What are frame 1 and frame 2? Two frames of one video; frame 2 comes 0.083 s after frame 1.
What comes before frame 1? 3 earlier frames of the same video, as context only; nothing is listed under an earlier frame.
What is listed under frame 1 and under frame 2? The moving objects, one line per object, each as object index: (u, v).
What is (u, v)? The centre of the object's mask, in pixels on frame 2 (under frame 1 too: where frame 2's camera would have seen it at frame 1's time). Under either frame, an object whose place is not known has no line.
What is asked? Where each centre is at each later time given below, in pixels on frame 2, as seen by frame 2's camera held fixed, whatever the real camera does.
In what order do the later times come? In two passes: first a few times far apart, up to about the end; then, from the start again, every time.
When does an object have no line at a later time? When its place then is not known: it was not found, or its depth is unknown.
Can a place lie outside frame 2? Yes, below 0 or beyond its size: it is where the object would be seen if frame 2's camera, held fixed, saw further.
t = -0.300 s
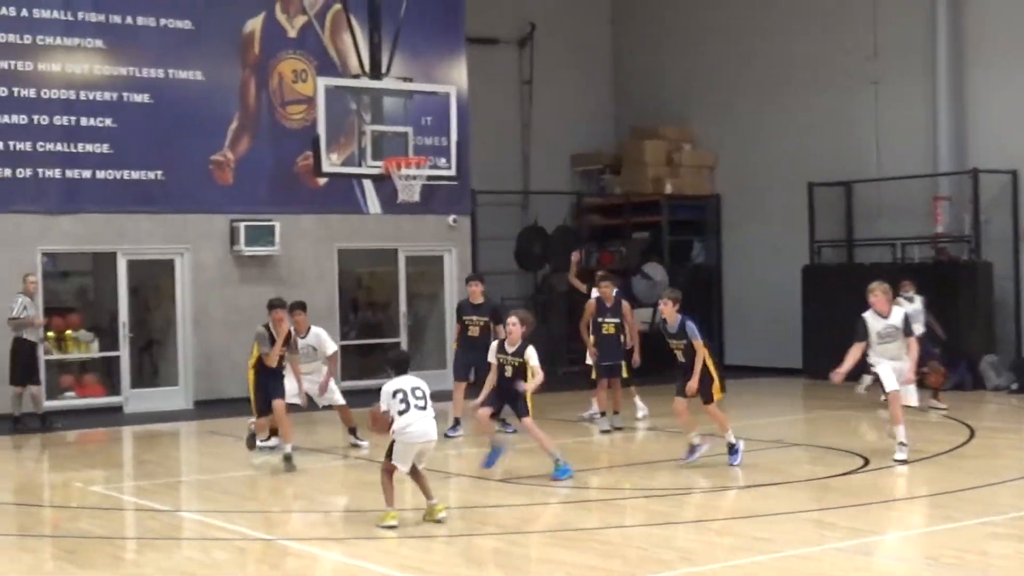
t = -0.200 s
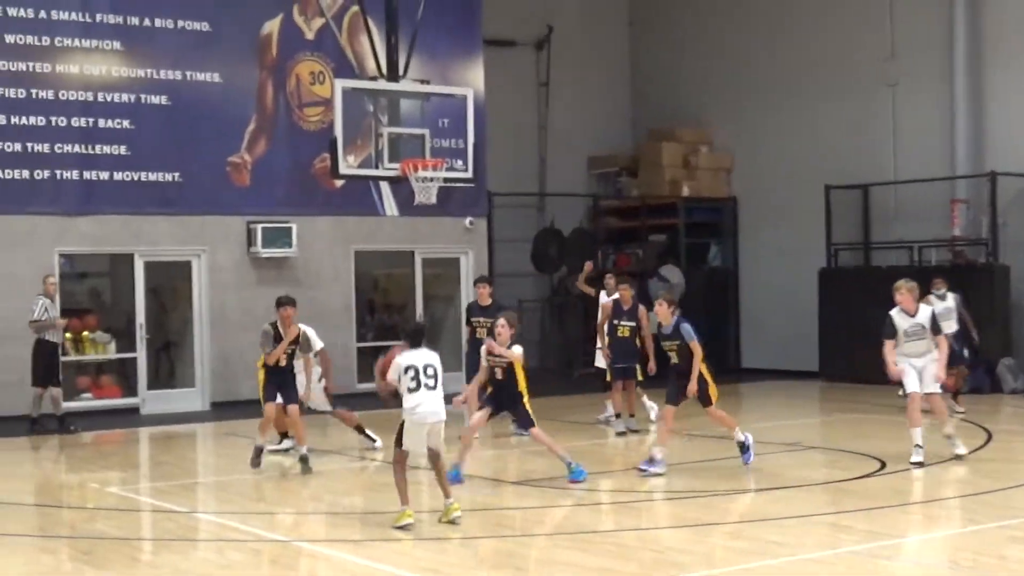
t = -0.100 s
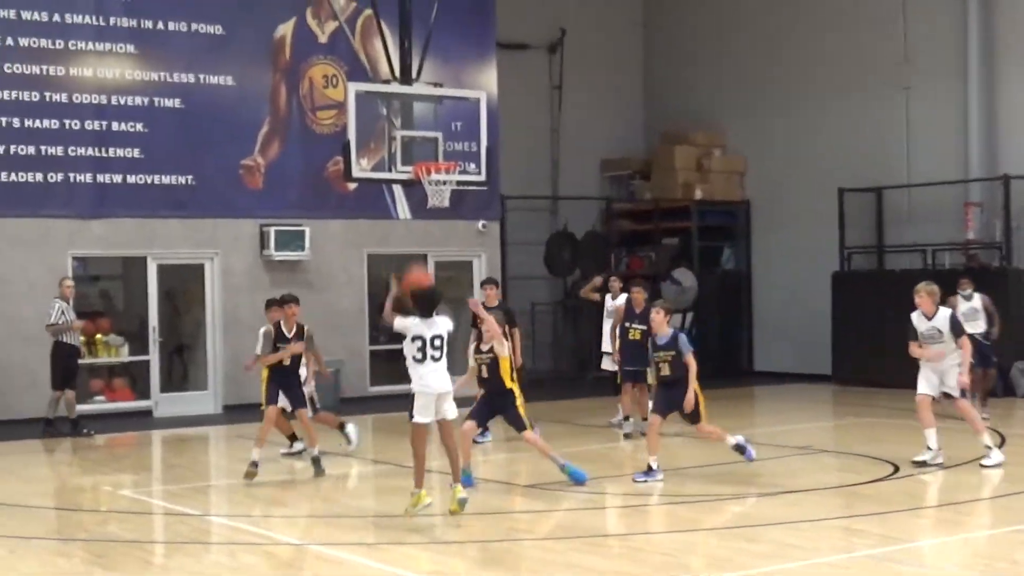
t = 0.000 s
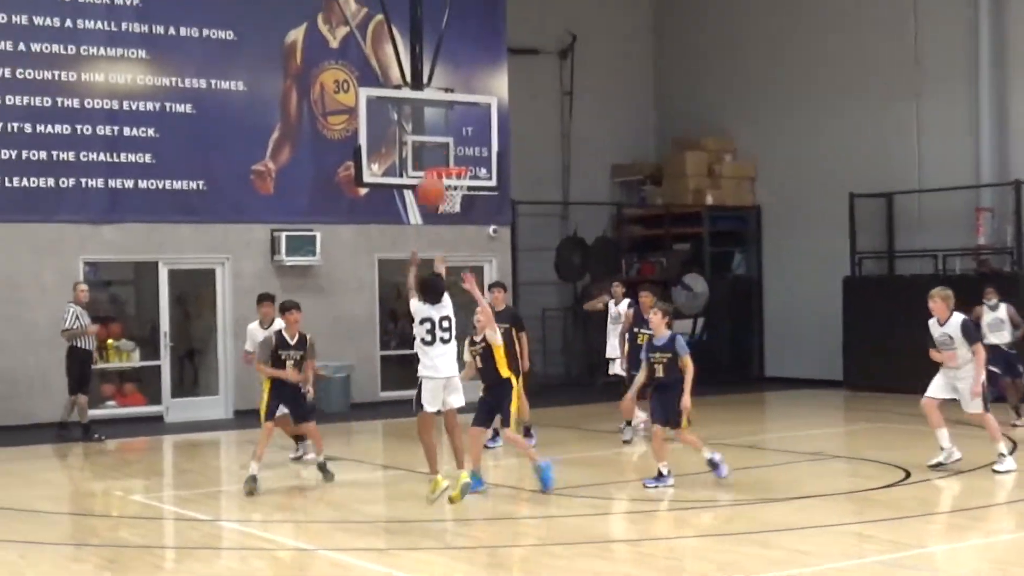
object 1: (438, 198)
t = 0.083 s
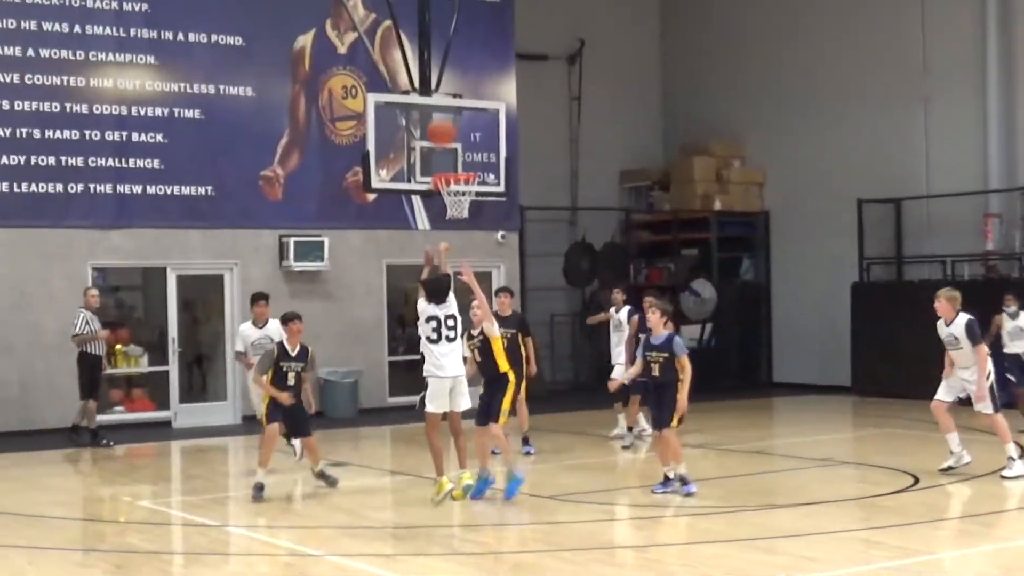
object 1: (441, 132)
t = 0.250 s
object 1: (447, 38)
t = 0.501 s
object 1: (454, -20)
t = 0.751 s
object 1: (464, -22)
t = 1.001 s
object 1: (472, 37)
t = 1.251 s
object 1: (481, 142)
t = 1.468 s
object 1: (518, 194)
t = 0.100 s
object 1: (442, 121)
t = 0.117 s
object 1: (443, 110)
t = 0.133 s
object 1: (443, 100)
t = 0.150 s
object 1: (444, 89)
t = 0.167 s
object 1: (443, 79)
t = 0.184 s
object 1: (444, 69)
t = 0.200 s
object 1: (445, 61)
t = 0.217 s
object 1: (445, 53)
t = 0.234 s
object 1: (446, 45)
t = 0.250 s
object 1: (447, 38)
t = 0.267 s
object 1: (447, 32)
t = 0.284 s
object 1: (447, 24)
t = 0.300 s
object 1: (448, 18)
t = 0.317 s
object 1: (448, 13)
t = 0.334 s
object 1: (448, 7)
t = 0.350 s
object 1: (449, 3)
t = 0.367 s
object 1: (449, -3)
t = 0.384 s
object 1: (449, -7)
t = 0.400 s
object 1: (450, -10)
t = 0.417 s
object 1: (451, -12)
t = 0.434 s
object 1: (451, -14)
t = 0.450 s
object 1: (452, -17)
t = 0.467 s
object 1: (452, -18)
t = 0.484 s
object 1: (454, -19)
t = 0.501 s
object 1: (454, -20)
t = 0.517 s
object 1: (456, -23)
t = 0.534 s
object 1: (456, -23)
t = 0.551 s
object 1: (457, -24)
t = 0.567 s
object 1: (457, -25)
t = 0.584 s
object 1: (457, -26)
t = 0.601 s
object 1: (457, -26)
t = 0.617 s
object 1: (457, -26)
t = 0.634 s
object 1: (457, -26)
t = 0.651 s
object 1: (458, -26)
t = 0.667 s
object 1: (458, -27)
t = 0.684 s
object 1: (460, -26)
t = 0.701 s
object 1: (462, -25)
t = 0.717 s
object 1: (462, -25)
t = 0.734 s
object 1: (463, -23)
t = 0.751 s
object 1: (464, -22)
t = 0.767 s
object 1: (464, -20)
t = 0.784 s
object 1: (464, -17)
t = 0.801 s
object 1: (464, -15)
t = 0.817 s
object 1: (465, -12)
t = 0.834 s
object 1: (466, -7)
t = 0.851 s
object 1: (467, -3)
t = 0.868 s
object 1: (468, 0)
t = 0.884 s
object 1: (468, 4)
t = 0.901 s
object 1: (469, 8)
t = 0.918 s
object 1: (469, 12)
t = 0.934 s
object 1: (470, 17)
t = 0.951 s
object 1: (471, 22)
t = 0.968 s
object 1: (472, 27)
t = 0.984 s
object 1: (472, 32)
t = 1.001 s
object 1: (472, 37)
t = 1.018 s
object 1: (473, 43)
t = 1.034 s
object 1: (474, 49)
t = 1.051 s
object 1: (474, 56)
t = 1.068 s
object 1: (474, 61)
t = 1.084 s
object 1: (476, 67)
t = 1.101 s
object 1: (476, 74)
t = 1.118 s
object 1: (476, 81)
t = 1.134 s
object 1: (477, 88)
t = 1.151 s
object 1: (478, 96)
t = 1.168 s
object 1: (479, 103)
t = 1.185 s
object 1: (479, 112)
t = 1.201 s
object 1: (479, 119)
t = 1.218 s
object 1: (480, 126)
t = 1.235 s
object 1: (481, 134)
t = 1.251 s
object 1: (481, 142)
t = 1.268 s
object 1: (481, 151)
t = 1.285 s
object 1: (481, 158)
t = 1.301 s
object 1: (482, 166)
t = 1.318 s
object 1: (484, 171)
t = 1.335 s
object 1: (488, 173)
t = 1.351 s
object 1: (492, 175)
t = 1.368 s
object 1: (495, 177)
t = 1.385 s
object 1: (500, 180)
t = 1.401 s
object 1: (504, 183)
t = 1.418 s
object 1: (508, 186)
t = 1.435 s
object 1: (512, 188)
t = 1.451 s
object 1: (515, 191)
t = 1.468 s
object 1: (518, 194)
